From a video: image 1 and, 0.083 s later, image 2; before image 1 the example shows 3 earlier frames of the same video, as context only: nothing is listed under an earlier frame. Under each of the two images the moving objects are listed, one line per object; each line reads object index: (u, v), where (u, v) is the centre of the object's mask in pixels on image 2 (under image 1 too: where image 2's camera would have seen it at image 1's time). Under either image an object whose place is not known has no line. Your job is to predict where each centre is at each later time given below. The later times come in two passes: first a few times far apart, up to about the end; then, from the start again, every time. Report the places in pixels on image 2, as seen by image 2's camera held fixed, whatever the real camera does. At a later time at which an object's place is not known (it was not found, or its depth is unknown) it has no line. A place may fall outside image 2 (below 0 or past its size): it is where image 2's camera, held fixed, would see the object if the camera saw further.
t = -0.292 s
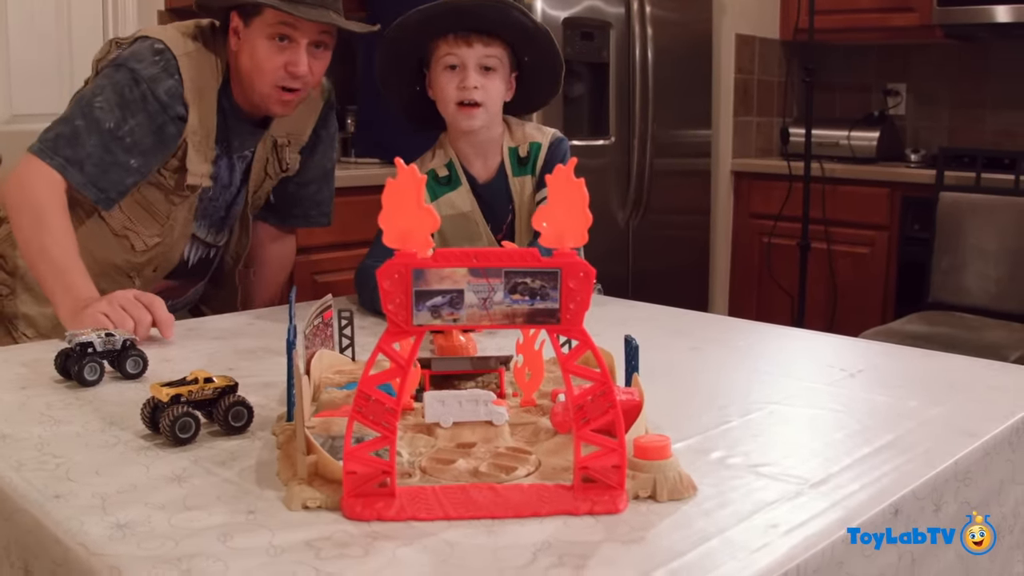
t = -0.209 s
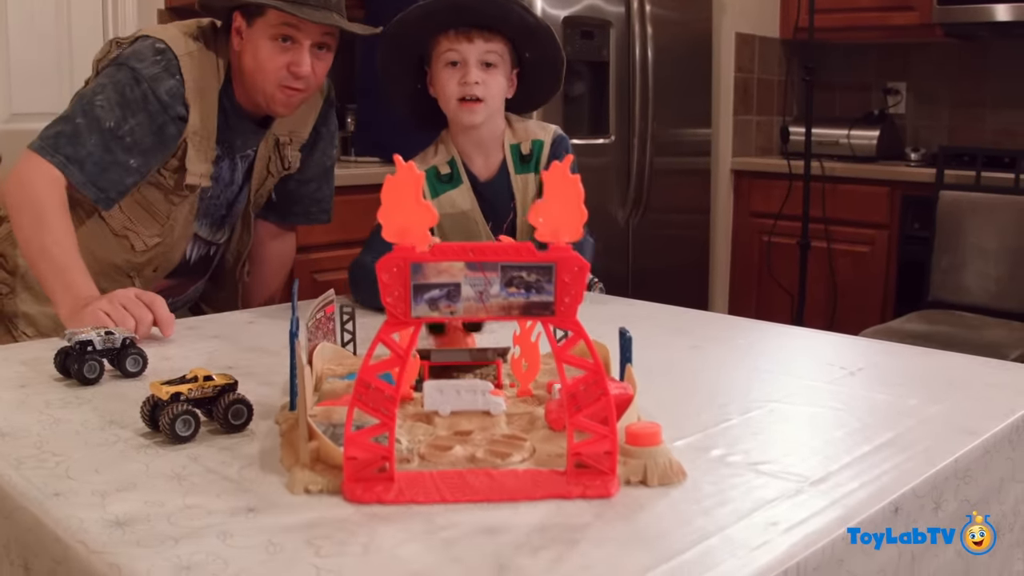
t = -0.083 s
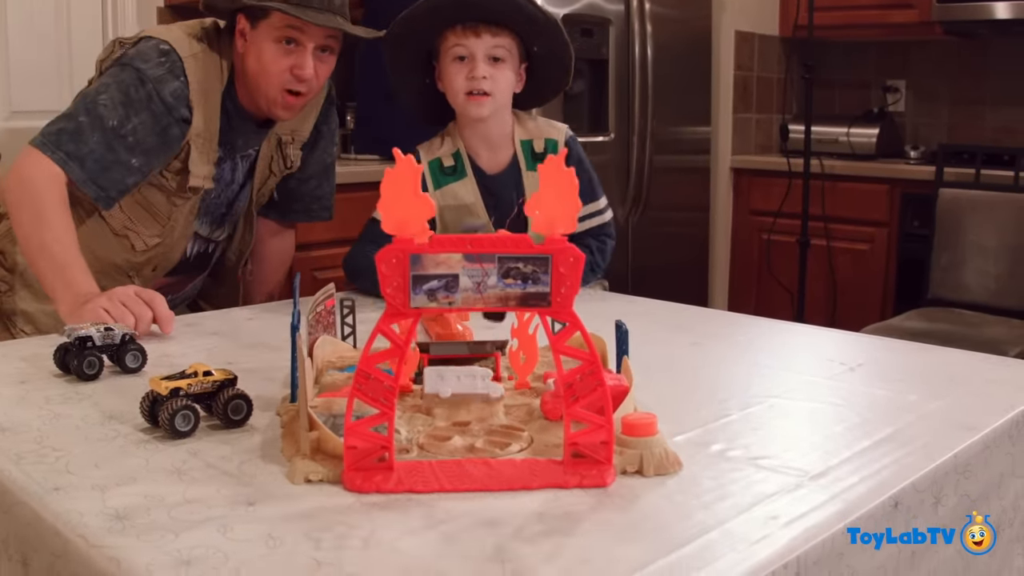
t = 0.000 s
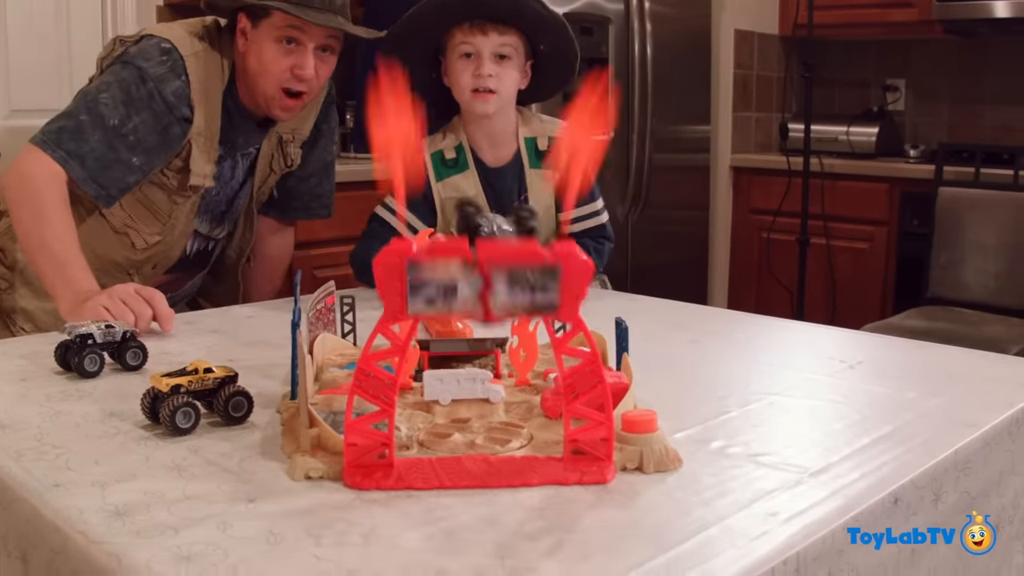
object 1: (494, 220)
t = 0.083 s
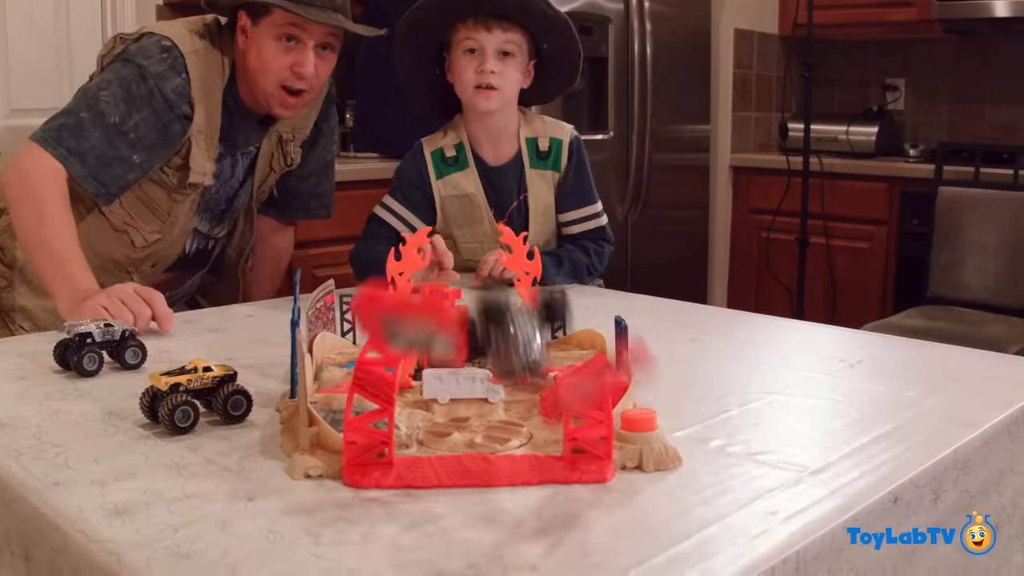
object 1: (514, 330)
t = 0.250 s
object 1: (583, 518)
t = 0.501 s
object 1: (657, 533)
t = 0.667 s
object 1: (697, 547)
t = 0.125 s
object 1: (524, 419)
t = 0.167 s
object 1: (545, 482)
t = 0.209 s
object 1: (566, 492)
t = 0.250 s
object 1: (583, 518)
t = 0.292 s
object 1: (597, 524)
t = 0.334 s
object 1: (610, 530)
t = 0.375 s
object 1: (623, 532)
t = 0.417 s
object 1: (636, 532)
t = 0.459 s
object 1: (647, 532)
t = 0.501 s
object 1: (657, 533)
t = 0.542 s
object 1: (665, 534)
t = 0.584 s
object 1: (674, 536)
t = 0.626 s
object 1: (684, 541)
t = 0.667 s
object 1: (697, 547)
